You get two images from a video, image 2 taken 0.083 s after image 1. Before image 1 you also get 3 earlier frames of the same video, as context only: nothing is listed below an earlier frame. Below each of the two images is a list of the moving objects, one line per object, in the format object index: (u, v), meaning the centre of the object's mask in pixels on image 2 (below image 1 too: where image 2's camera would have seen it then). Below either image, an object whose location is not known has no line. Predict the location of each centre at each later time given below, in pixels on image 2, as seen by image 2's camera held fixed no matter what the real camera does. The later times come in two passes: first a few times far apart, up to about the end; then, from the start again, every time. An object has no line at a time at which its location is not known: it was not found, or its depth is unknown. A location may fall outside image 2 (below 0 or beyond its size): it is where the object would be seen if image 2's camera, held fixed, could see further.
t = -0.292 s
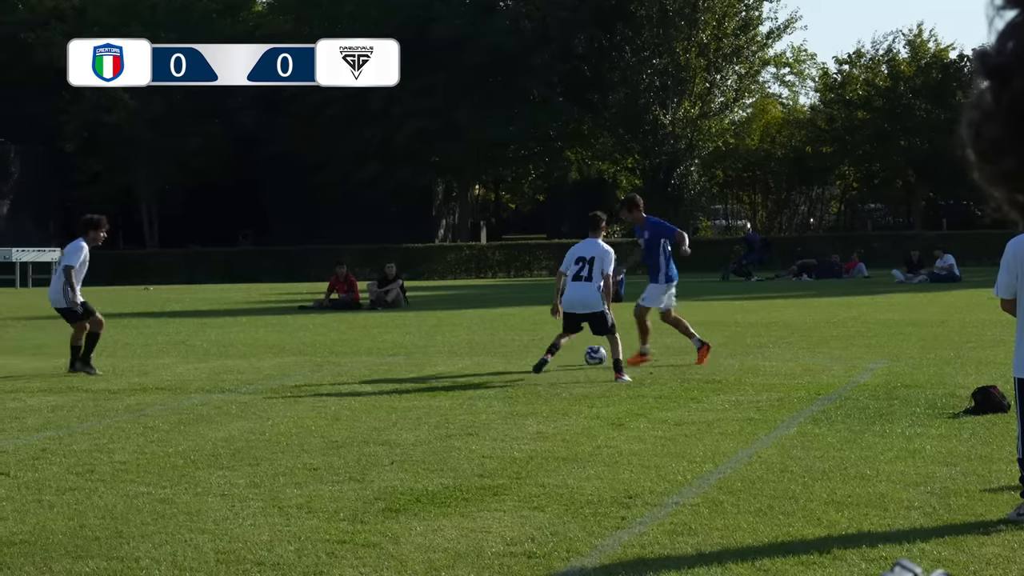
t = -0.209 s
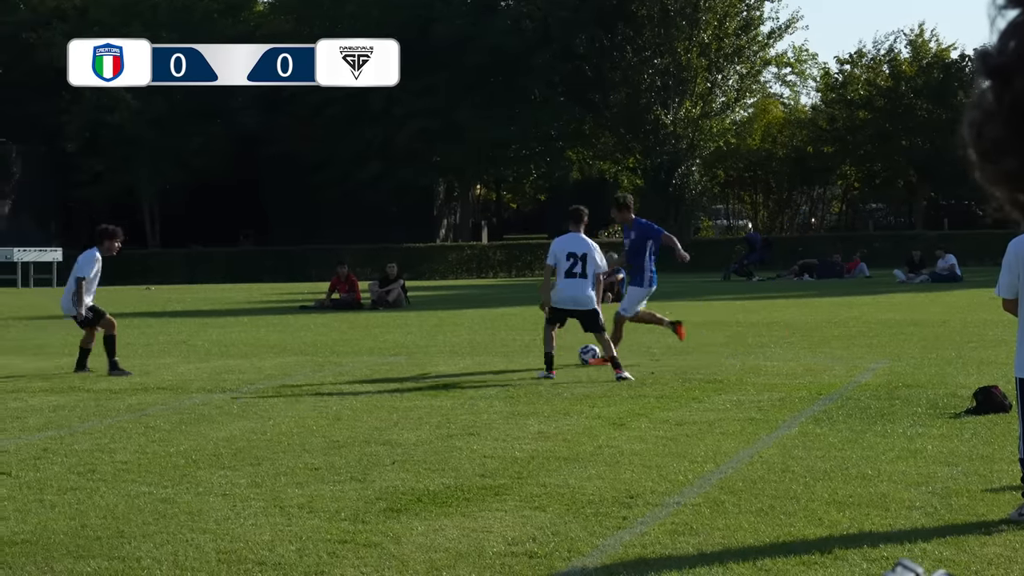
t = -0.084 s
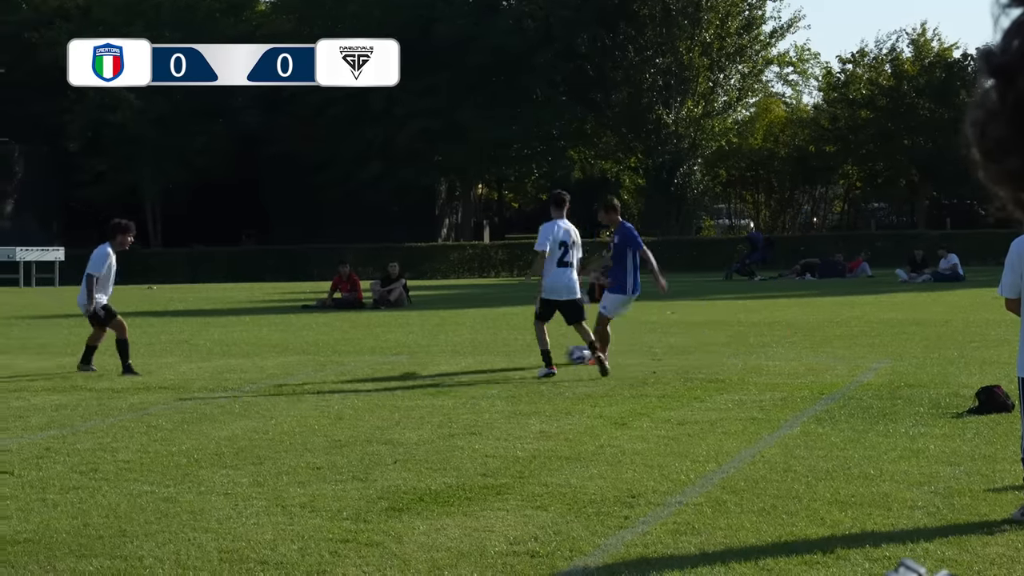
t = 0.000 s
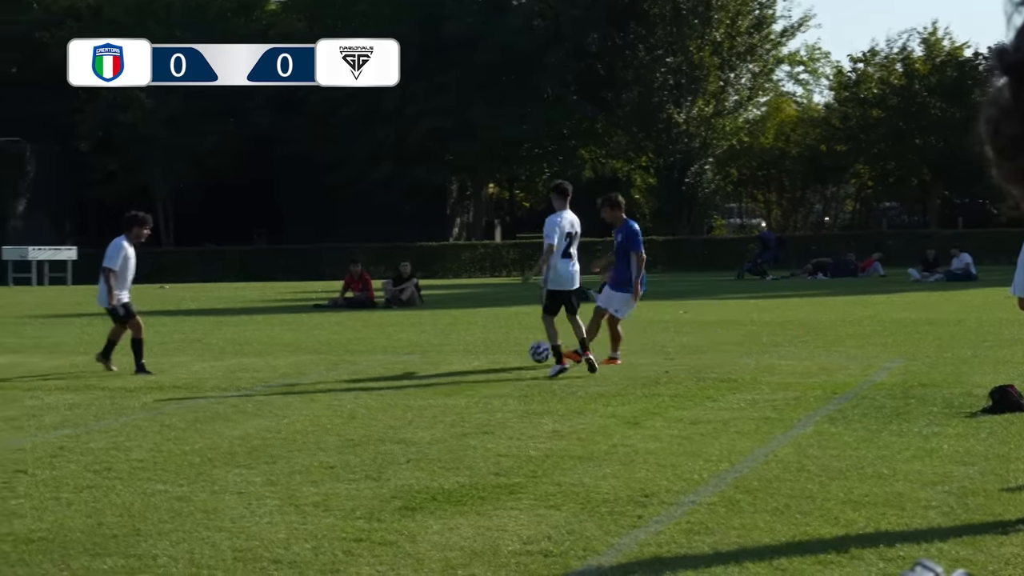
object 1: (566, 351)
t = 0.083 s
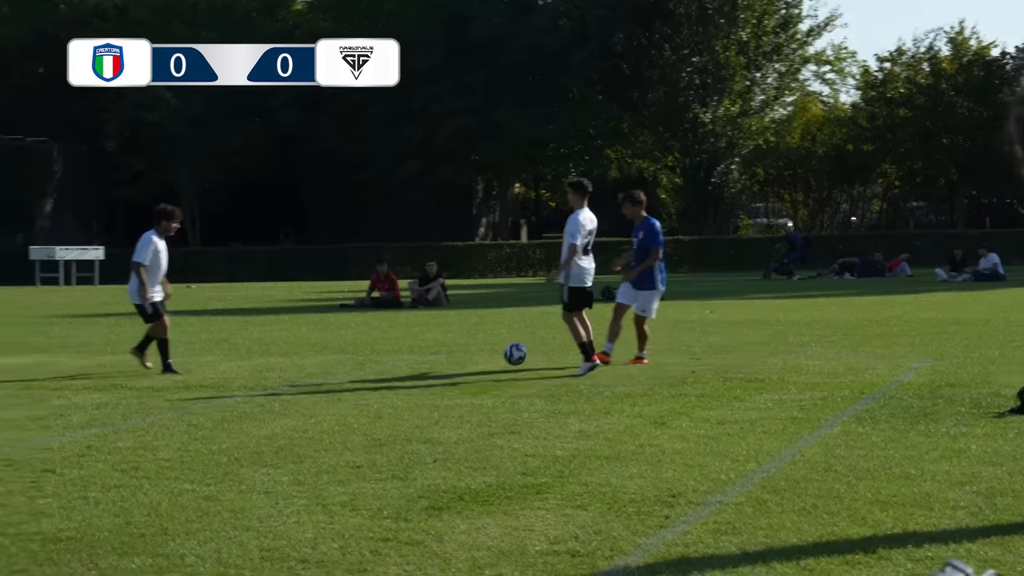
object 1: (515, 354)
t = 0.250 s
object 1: (401, 370)
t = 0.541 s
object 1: (237, 382)
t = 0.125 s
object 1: (489, 358)
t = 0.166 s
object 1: (462, 364)
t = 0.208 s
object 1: (436, 369)
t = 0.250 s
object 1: (401, 370)
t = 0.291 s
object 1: (377, 373)
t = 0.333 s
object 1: (352, 376)
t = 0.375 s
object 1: (329, 378)
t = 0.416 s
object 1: (305, 378)
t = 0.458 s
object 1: (283, 378)
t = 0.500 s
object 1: (260, 380)
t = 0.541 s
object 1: (237, 382)
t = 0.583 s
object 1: (214, 382)
